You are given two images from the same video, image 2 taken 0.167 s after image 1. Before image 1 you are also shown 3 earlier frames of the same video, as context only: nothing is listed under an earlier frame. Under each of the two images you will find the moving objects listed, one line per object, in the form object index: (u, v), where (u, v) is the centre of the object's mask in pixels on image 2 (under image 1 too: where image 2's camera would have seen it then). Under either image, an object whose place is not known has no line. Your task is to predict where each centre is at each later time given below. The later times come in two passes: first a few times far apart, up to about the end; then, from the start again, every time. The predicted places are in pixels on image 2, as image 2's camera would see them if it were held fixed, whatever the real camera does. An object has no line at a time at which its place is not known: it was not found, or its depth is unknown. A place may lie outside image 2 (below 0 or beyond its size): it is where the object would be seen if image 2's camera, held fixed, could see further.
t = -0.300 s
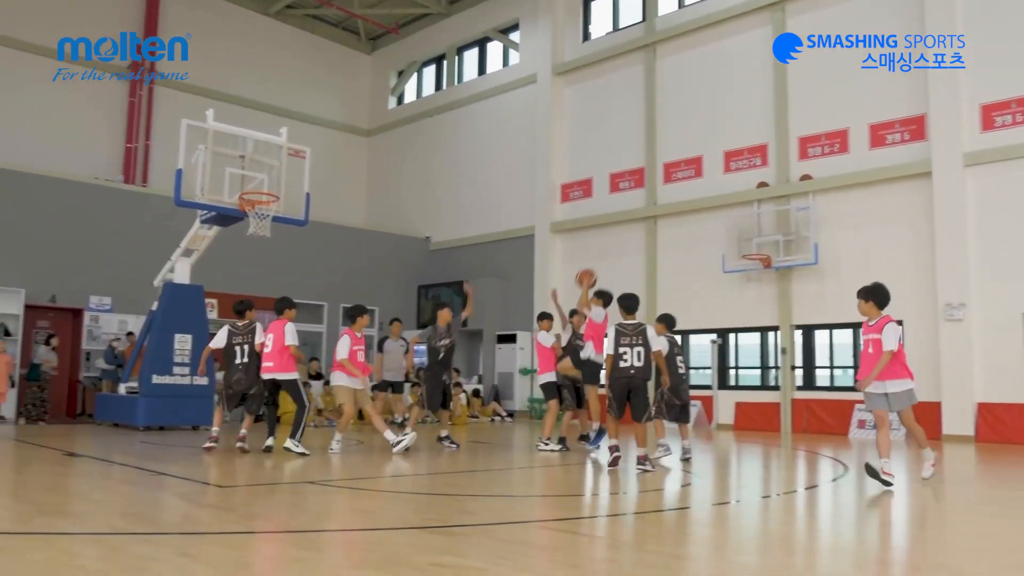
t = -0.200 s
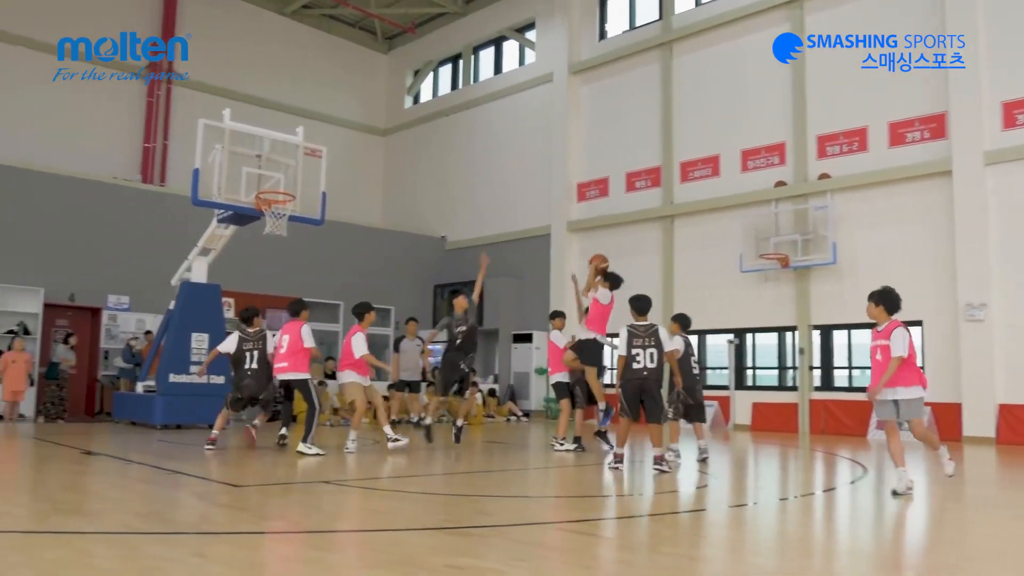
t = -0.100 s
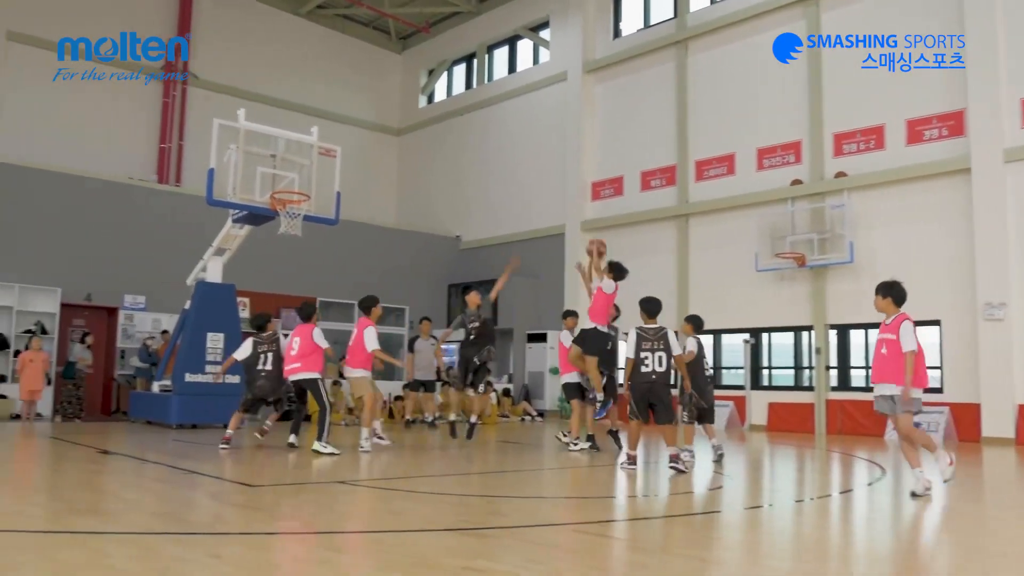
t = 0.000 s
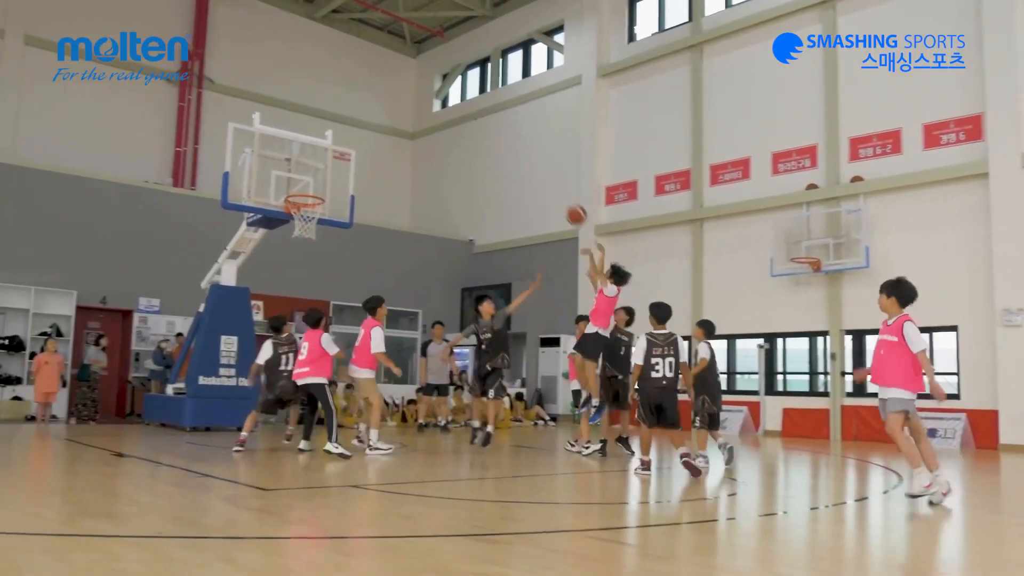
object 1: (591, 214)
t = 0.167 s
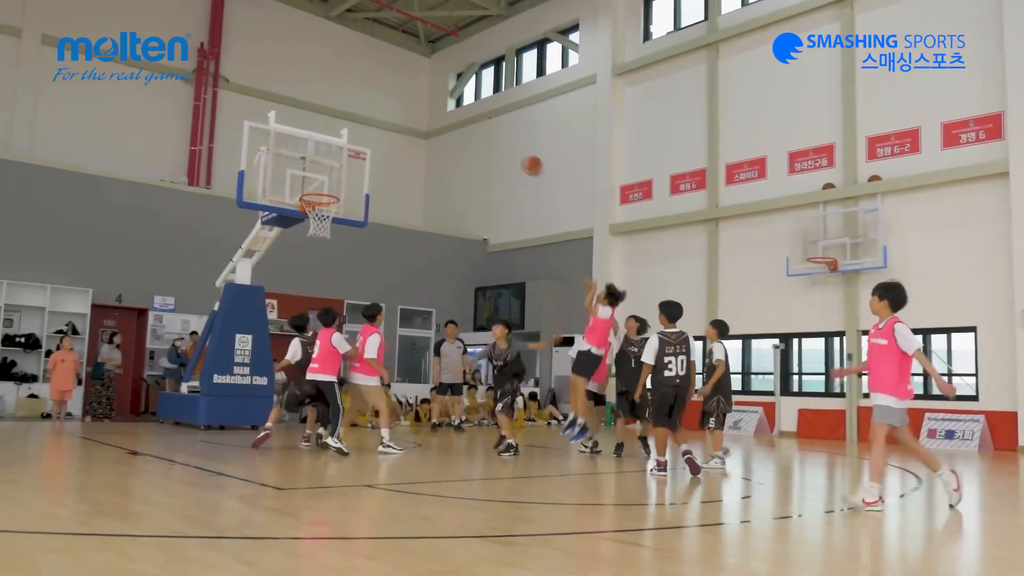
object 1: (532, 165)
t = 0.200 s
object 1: (521, 159)
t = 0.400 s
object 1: (456, 139)
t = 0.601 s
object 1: (393, 149)
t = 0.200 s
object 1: (521, 159)
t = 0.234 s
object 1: (511, 154)
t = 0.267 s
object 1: (499, 149)
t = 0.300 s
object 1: (488, 146)
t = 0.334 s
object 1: (477, 143)
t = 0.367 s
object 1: (466, 140)
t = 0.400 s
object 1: (456, 139)
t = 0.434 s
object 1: (446, 138)
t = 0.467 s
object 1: (435, 139)
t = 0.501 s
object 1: (425, 140)
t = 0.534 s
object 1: (414, 142)
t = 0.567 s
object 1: (403, 146)
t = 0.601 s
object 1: (393, 149)
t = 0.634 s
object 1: (382, 154)
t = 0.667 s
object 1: (372, 160)
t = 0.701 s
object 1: (361, 166)
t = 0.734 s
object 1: (351, 174)
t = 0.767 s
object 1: (341, 181)
